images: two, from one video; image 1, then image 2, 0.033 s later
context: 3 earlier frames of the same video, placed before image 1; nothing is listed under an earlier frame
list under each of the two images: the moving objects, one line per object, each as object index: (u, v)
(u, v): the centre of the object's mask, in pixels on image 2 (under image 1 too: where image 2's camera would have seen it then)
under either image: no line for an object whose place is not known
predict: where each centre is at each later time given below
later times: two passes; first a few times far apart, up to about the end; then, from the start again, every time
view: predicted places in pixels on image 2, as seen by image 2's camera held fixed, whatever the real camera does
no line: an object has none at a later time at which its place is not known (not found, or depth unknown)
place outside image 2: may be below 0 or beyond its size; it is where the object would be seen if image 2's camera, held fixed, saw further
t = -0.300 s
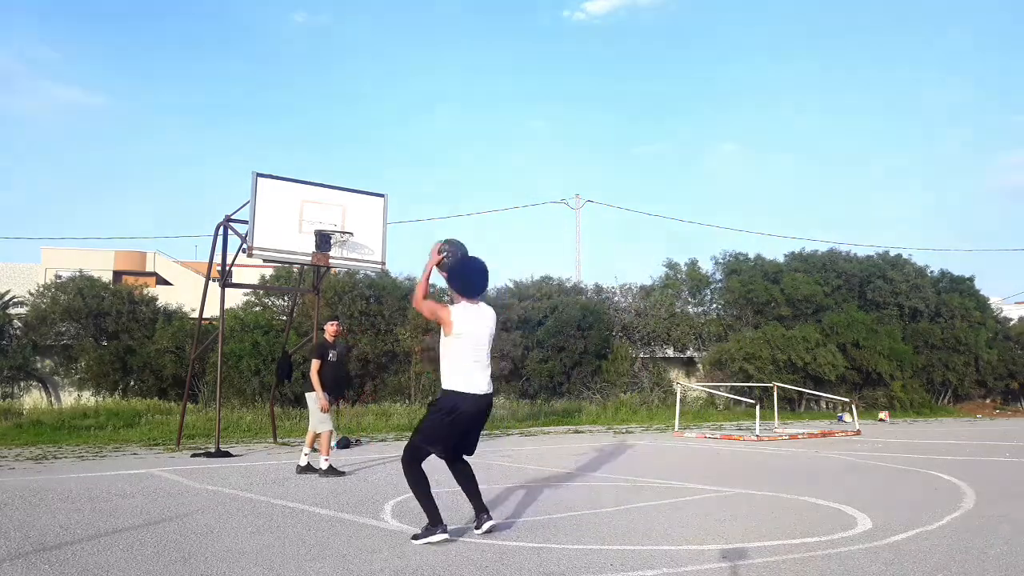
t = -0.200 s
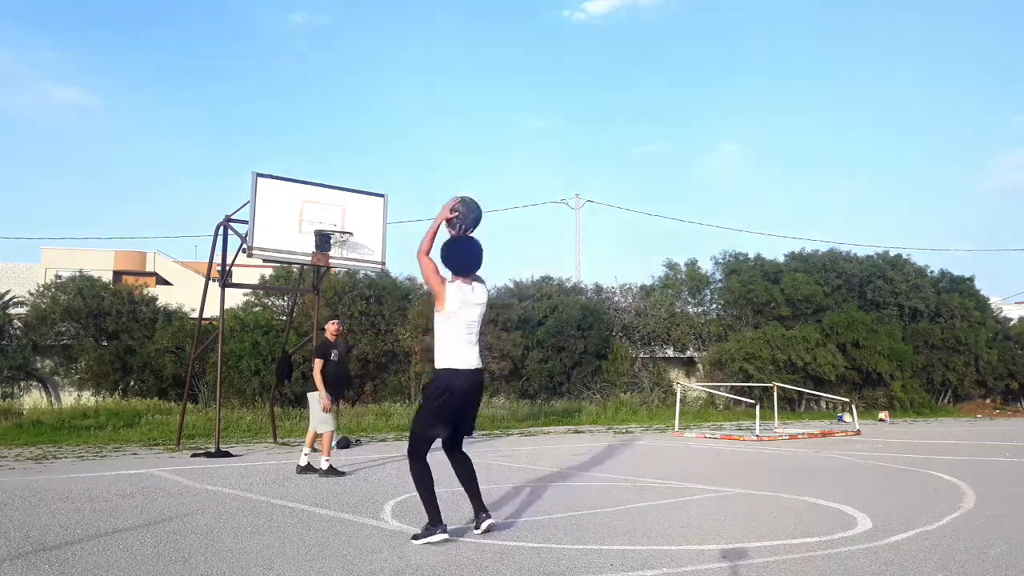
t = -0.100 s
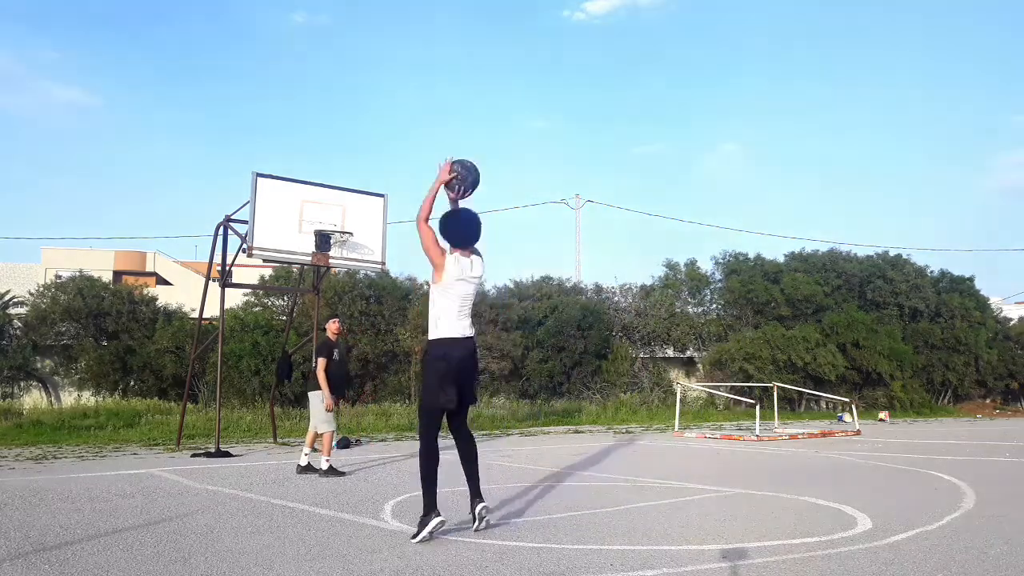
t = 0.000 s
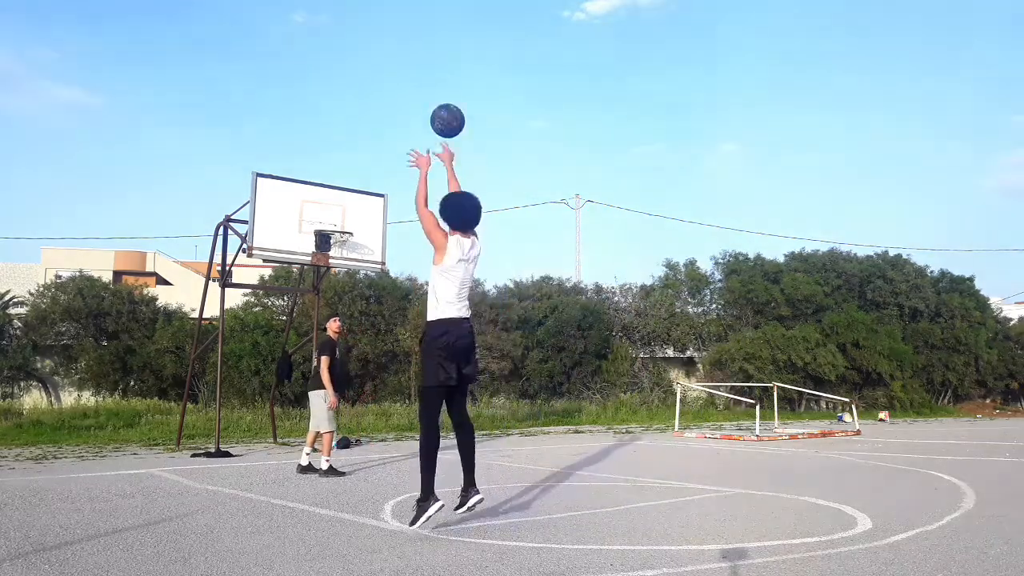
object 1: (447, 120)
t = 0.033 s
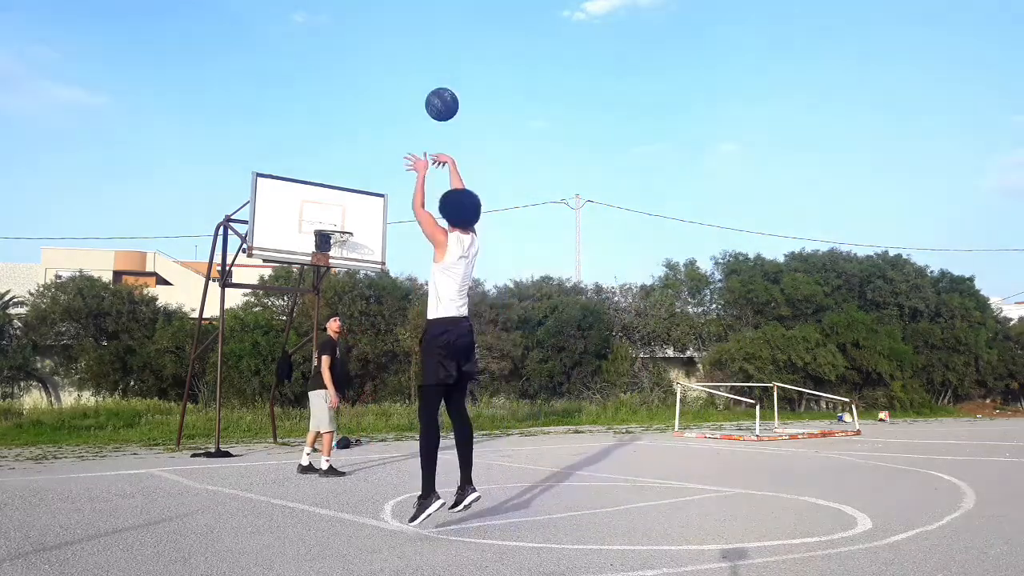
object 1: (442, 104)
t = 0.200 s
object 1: (418, 53)
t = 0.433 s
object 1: (393, 43)
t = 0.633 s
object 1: (376, 73)
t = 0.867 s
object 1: (361, 141)
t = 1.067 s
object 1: (349, 220)
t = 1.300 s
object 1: (344, 197)
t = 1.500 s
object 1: (348, 194)
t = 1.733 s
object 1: (357, 222)
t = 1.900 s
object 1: (380, 241)
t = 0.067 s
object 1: (436, 90)
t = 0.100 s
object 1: (431, 78)
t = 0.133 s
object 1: (426, 68)
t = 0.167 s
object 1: (422, 60)
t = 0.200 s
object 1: (418, 53)
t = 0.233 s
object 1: (414, 48)
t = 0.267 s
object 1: (410, 44)
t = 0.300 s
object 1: (406, 42)
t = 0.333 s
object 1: (402, 41)
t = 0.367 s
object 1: (399, 40)
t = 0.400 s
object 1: (396, 41)
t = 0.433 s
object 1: (393, 43)
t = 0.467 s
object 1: (389, 46)
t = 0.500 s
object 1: (387, 50)
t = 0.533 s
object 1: (384, 55)
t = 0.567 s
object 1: (381, 60)
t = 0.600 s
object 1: (379, 66)
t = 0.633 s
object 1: (376, 73)
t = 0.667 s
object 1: (374, 81)
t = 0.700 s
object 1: (371, 89)
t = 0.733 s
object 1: (369, 98)
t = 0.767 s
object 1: (367, 108)
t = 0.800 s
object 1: (365, 118)
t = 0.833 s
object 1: (363, 129)
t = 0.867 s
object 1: (361, 141)
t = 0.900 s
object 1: (359, 153)
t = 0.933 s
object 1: (356, 165)
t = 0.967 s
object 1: (354, 178)
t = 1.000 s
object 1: (353, 192)
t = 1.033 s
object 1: (351, 206)
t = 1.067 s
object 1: (349, 220)
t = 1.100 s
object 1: (348, 220)
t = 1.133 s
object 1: (347, 215)
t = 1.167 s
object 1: (347, 209)
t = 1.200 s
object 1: (346, 205)
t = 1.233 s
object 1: (345, 201)
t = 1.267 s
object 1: (344, 199)
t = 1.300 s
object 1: (344, 197)
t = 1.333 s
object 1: (343, 197)
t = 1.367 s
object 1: (343, 197)
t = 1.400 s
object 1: (344, 195)
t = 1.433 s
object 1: (345, 194)
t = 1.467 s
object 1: (347, 193)
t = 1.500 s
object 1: (348, 194)
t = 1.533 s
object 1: (349, 196)
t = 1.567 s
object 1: (350, 198)
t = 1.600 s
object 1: (352, 201)
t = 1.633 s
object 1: (353, 205)
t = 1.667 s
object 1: (355, 210)
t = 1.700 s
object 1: (356, 216)
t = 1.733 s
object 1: (357, 222)
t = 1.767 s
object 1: (359, 228)
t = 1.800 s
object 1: (365, 230)
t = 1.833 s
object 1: (370, 233)
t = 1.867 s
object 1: (375, 236)
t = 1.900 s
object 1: (380, 241)
